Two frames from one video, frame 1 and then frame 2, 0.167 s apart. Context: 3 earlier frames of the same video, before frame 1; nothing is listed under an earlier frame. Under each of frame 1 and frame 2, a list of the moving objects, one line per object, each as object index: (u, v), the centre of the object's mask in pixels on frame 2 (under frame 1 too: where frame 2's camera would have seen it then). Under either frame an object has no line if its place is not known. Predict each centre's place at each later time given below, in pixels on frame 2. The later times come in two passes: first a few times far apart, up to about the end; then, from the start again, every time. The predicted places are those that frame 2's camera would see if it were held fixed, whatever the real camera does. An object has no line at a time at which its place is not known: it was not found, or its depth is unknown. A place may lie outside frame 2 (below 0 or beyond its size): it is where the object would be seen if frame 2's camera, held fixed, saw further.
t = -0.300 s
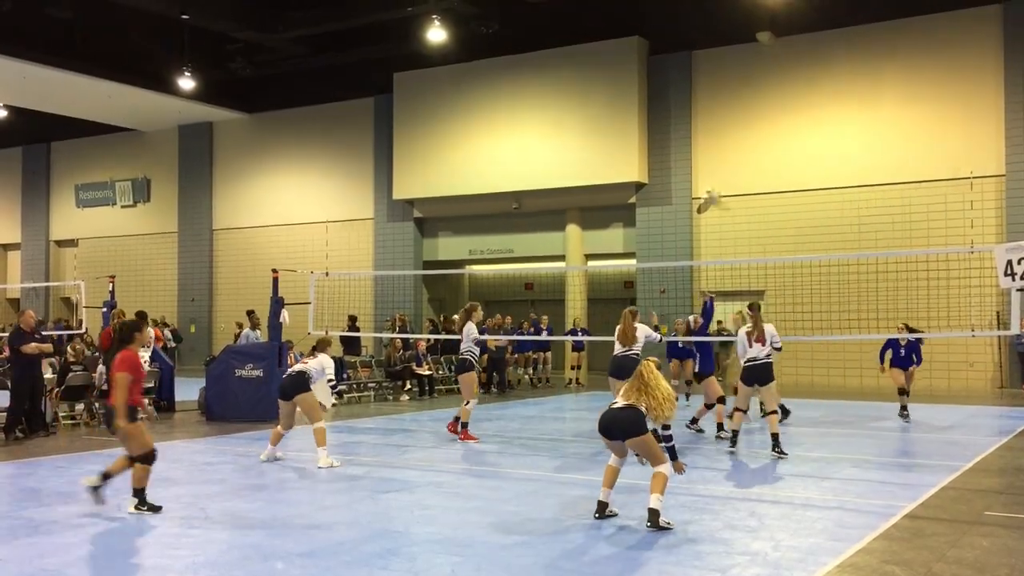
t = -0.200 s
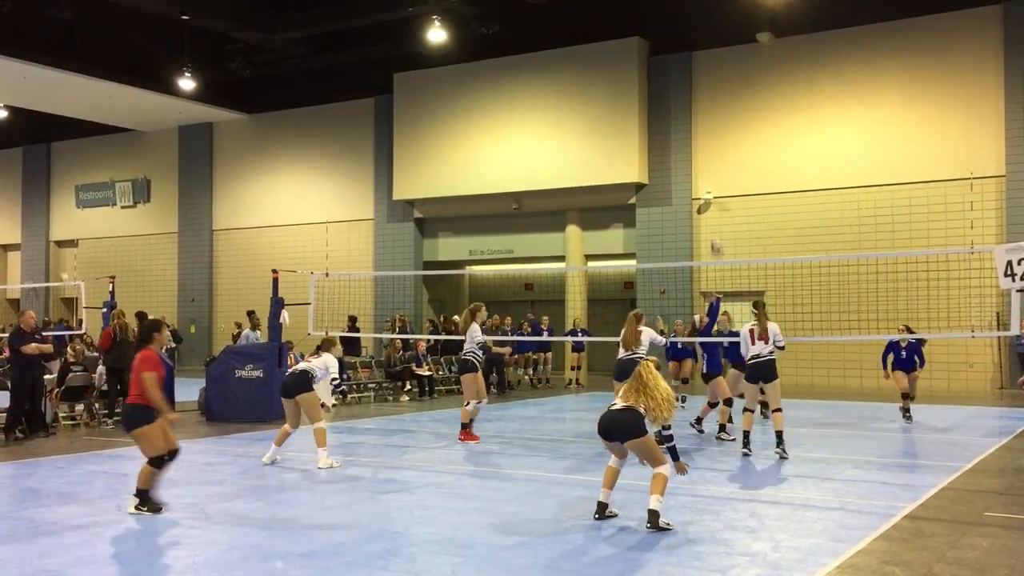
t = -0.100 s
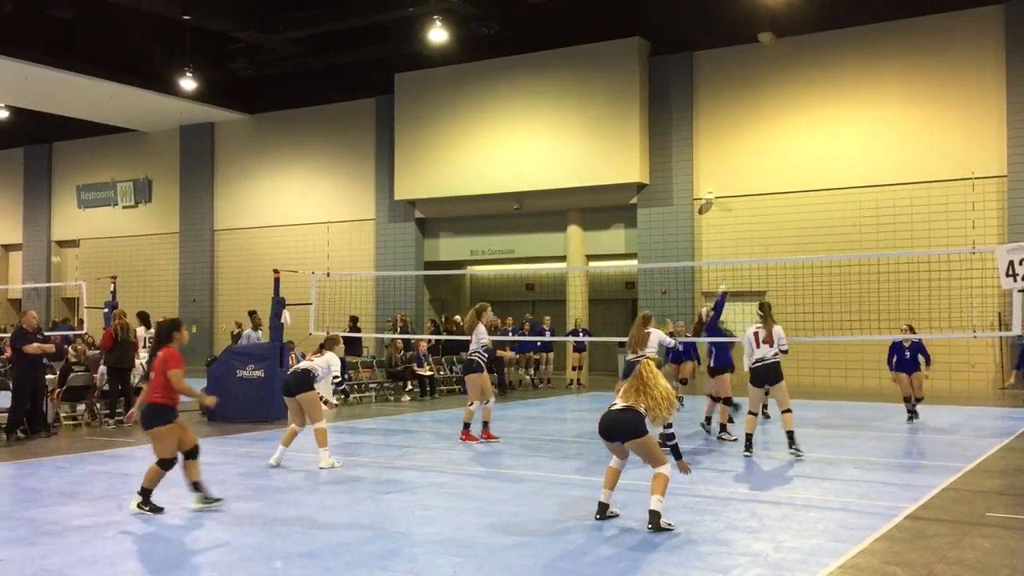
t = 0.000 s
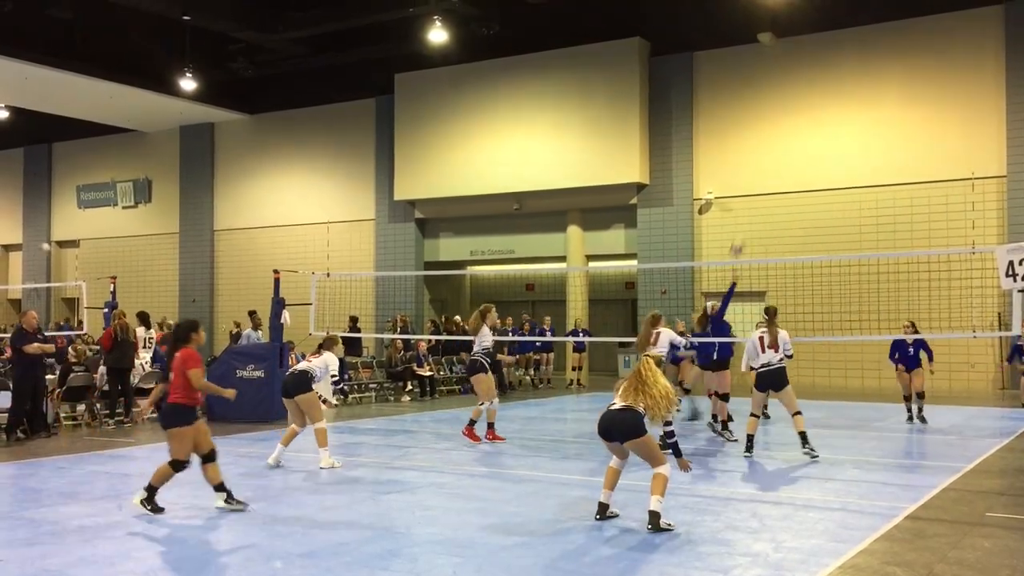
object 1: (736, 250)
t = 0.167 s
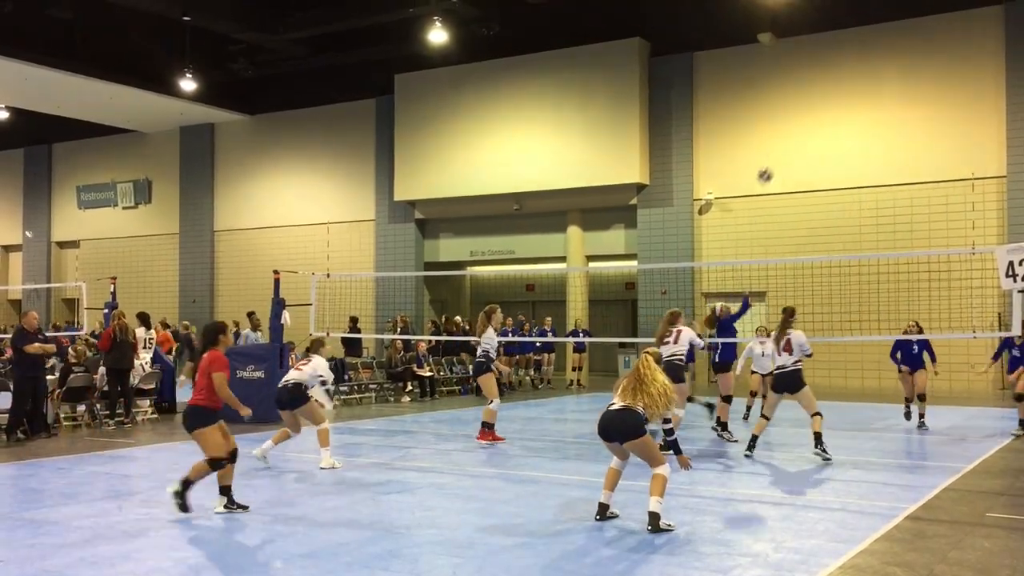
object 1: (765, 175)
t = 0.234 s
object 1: (776, 152)
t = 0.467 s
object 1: (814, 99)
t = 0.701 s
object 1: (854, 84)
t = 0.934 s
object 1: (891, 112)
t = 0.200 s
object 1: (770, 163)
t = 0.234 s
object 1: (776, 152)
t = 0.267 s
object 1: (782, 142)
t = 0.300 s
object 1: (787, 133)
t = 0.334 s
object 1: (793, 125)
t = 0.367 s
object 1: (798, 117)
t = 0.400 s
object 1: (804, 109)
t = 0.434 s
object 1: (809, 104)
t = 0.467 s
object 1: (814, 99)
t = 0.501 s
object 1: (820, 93)
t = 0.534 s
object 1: (826, 89)
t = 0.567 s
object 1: (831, 86)
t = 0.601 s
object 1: (837, 85)
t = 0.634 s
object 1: (843, 84)
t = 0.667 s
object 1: (848, 84)
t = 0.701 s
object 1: (854, 84)
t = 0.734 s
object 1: (860, 86)
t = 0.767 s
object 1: (865, 89)
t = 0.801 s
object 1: (871, 92)
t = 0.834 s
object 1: (876, 96)
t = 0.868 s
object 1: (882, 101)
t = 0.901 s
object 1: (886, 106)
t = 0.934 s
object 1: (891, 112)
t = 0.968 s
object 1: (898, 121)
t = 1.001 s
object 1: (903, 130)
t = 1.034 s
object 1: (908, 139)
